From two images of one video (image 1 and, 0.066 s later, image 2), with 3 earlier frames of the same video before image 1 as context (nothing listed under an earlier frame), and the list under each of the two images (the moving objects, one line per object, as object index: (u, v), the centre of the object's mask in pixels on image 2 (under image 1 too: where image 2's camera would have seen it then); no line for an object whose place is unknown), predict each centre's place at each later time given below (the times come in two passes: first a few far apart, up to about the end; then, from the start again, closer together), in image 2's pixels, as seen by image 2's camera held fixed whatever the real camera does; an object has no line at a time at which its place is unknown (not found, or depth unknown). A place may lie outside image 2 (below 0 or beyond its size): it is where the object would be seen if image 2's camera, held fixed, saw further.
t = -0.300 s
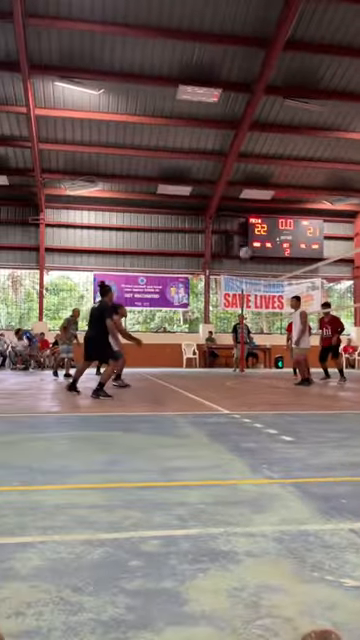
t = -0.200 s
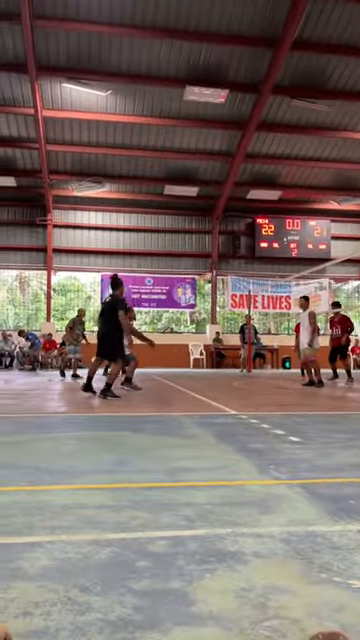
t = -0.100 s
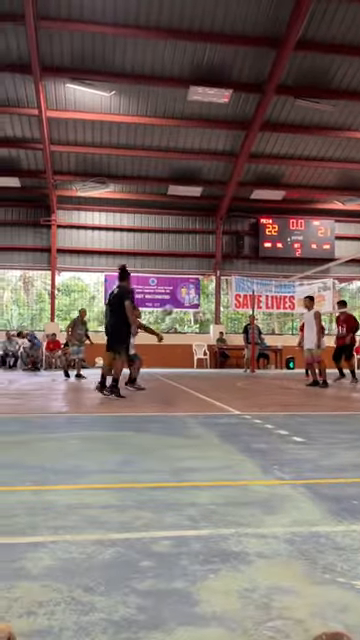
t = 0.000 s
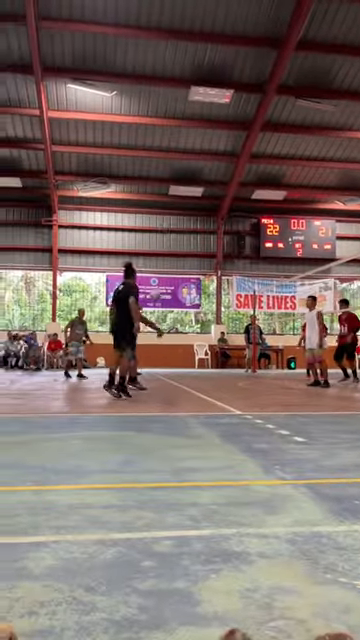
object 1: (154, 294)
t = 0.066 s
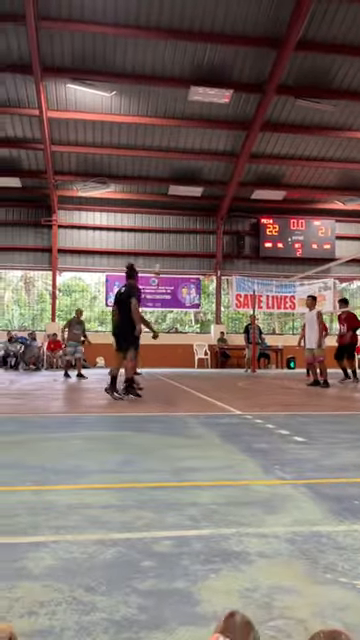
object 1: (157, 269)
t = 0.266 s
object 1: (166, 210)
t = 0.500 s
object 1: (173, 174)
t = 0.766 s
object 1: (179, 167)
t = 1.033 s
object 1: (186, 197)
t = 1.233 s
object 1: (191, 240)
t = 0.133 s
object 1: (160, 245)
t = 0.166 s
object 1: (161, 236)
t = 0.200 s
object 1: (163, 228)
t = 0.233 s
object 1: (164, 219)
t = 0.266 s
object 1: (166, 210)
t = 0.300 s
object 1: (167, 204)
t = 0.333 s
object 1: (168, 198)
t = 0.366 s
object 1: (169, 192)
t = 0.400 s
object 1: (169, 185)
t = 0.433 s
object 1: (170, 181)
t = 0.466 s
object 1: (172, 177)
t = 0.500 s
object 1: (173, 174)
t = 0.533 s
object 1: (174, 171)
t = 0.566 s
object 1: (175, 169)
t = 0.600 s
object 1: (176, 167)
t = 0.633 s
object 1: (176, 166)
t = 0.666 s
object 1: (177, 165)
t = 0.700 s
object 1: (178, 166)
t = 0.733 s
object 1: (178, 166)
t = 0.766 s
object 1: (179, 167)
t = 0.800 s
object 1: (180, 169)
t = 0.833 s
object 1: (181, 172)
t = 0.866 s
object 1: (182, 174)
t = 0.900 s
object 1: (182, 177)
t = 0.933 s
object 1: (183, 181)
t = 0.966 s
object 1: (184, 185)
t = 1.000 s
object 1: (184, 191)
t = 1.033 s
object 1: (186, 197)
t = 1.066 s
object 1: (187, 203)
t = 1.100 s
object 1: (187, 210)
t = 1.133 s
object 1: (189, 216)
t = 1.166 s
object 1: (188, 223)
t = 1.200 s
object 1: (190, 233)
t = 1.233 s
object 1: (191, 240)
